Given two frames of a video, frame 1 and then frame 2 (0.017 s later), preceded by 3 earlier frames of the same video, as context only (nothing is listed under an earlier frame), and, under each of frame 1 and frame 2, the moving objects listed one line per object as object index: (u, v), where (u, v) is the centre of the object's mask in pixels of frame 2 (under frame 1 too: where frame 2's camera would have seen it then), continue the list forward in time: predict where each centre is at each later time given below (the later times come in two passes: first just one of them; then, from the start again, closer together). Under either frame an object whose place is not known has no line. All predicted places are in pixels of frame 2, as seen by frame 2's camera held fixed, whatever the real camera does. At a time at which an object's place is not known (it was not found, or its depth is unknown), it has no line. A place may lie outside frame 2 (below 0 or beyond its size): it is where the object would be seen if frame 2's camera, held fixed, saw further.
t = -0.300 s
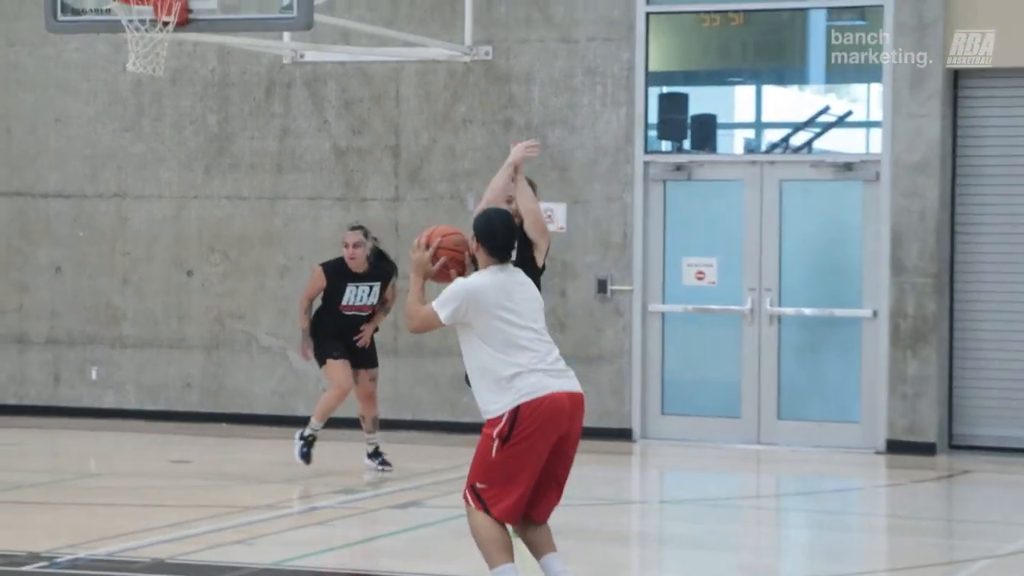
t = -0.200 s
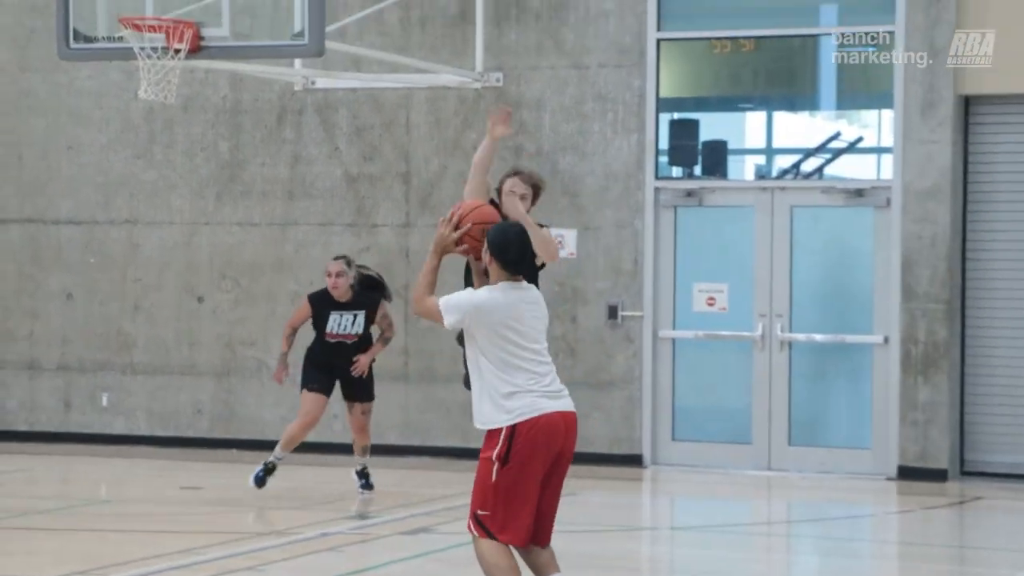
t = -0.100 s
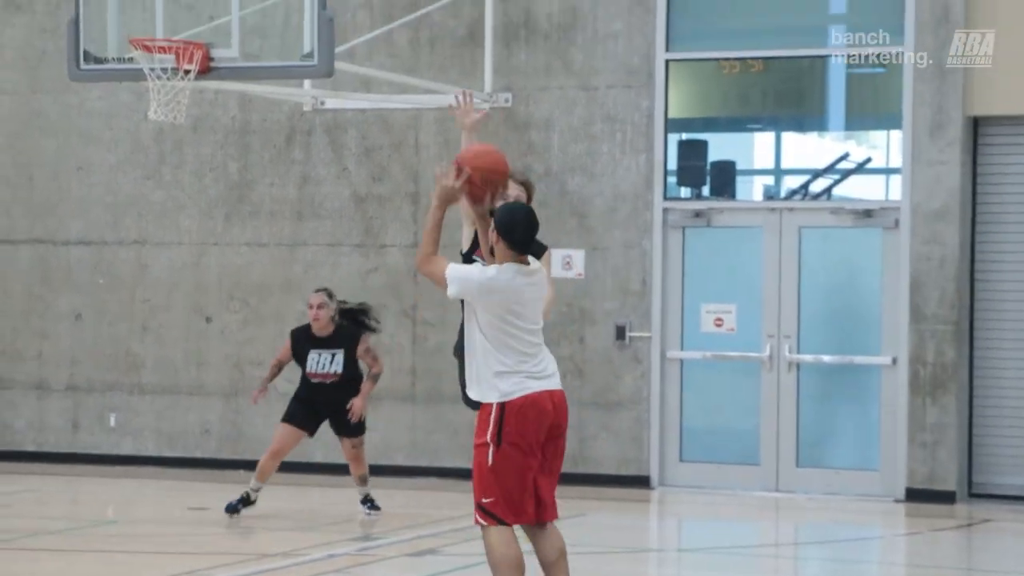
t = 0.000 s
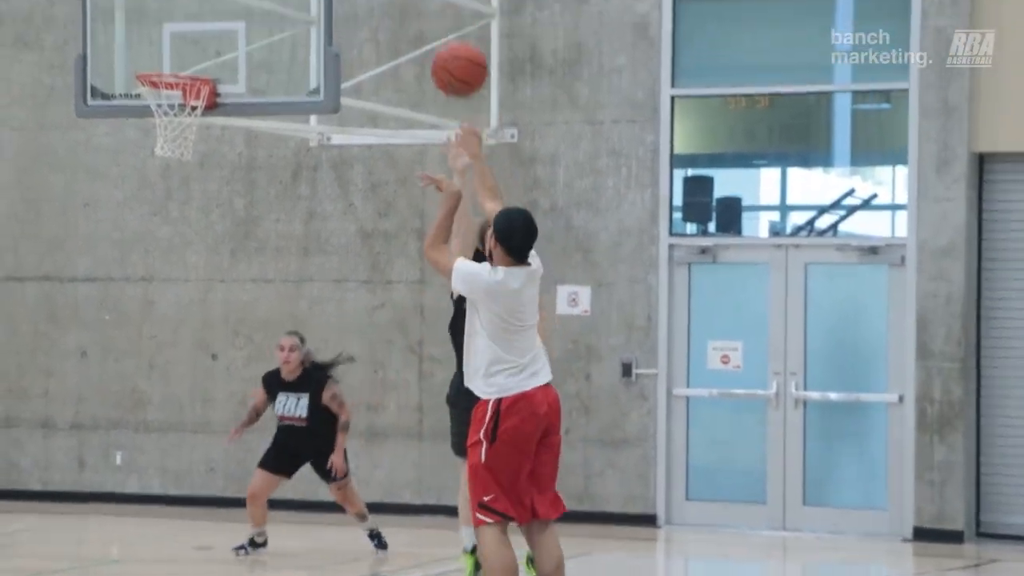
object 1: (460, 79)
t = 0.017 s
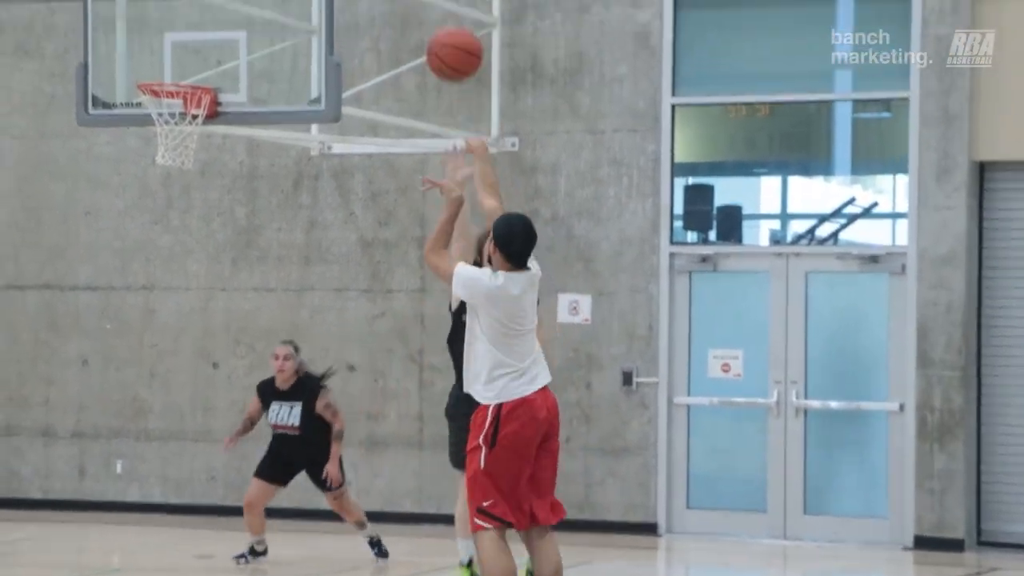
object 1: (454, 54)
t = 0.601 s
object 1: (289, -305)
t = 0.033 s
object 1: (448, 30)
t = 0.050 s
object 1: (443, 9)
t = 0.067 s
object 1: (438, -8)
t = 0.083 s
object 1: (432, -22)
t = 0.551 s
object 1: (299, -308)
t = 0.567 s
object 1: (297, -307)
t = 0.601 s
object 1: (289, -305)
